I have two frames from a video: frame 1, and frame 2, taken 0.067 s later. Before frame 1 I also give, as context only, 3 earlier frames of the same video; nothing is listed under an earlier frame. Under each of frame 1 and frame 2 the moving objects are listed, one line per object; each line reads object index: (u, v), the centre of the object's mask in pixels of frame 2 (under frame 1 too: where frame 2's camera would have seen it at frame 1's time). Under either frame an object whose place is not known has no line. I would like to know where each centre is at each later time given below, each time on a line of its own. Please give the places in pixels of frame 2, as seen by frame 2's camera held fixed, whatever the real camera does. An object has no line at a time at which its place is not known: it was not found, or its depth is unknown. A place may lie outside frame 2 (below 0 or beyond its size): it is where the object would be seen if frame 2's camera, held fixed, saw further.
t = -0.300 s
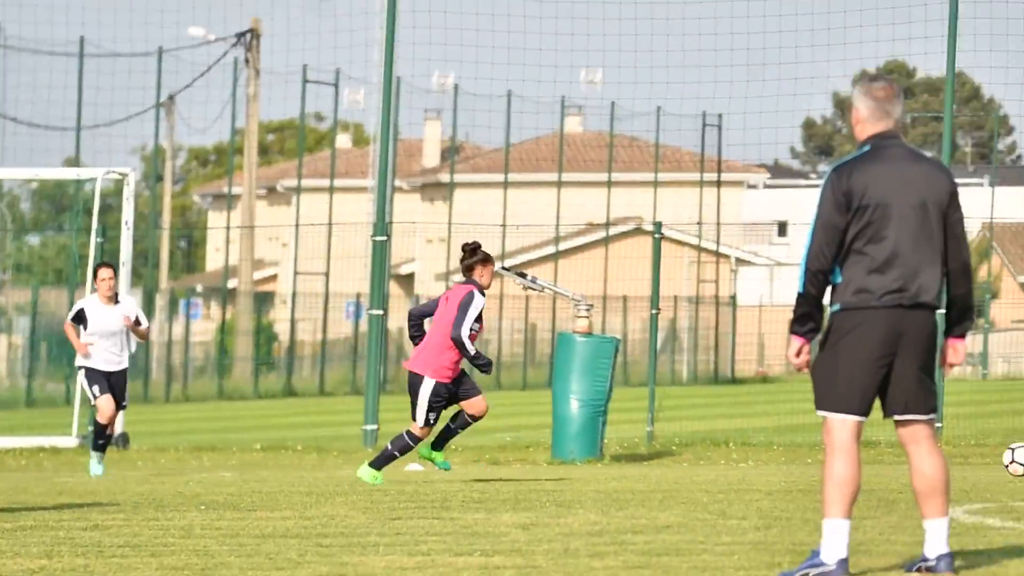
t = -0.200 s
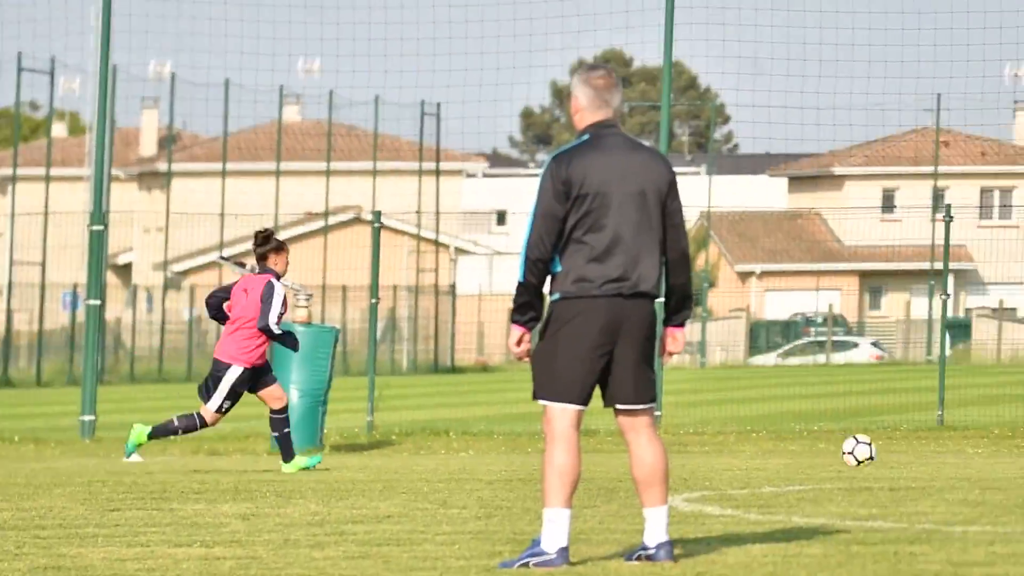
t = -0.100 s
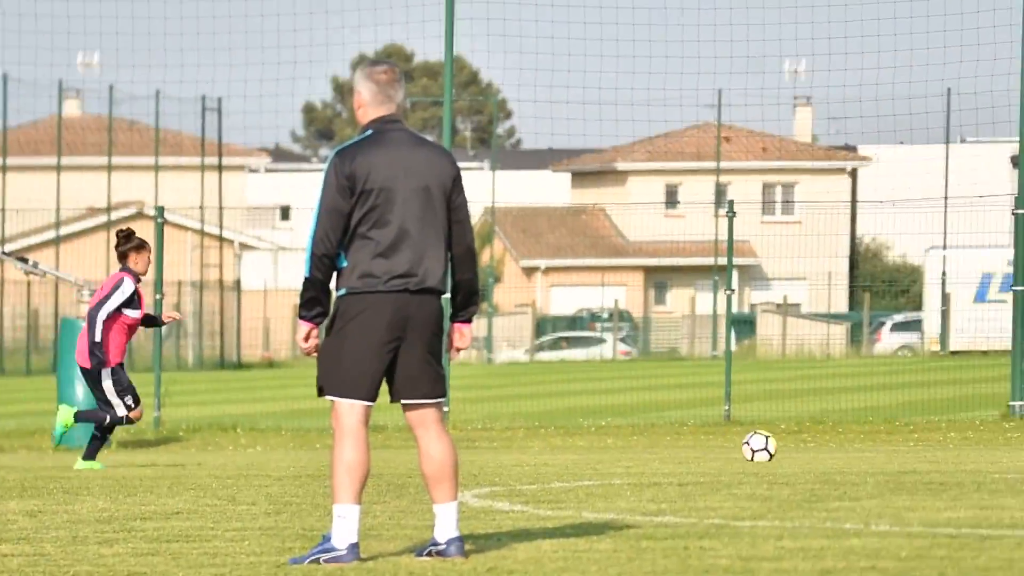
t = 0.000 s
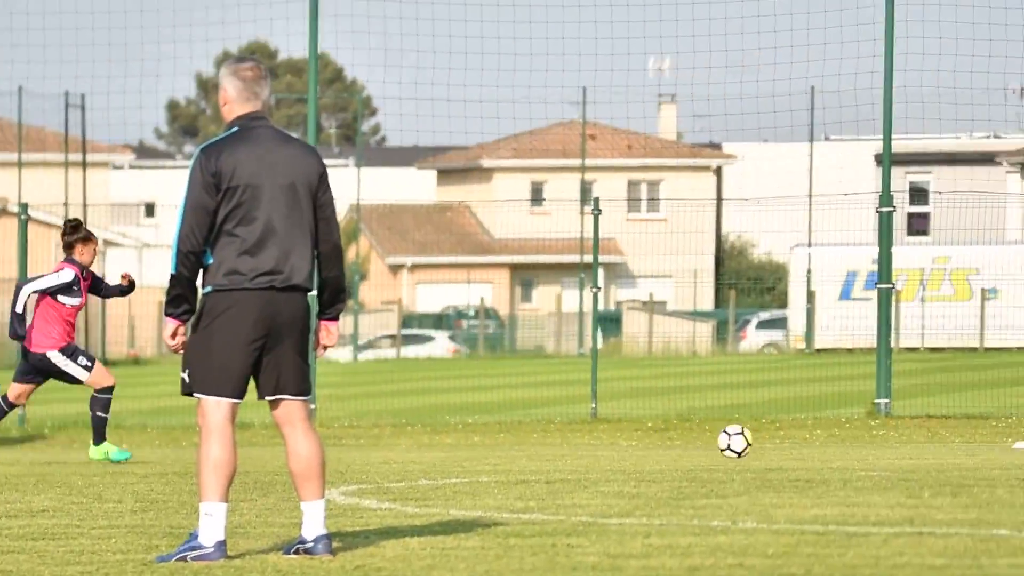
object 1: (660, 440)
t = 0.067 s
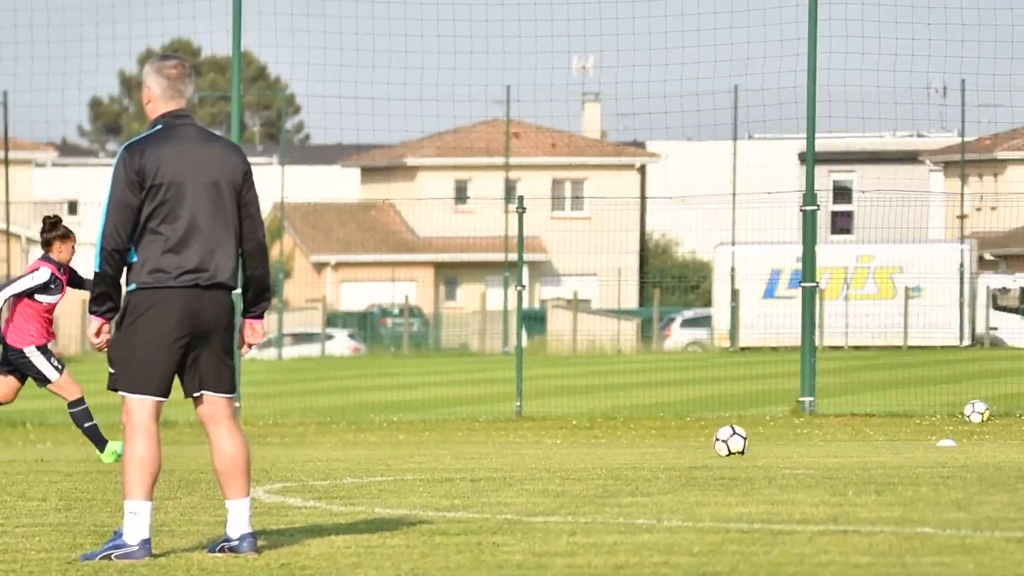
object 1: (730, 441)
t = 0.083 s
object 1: (748, 442)
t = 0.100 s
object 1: (765, 441)
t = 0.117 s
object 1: (783, 441)
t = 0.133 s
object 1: (801, 440)
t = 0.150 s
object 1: (818, 439)
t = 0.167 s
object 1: (835, 438)
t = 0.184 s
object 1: (853, 438)
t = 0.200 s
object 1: (870, 438)
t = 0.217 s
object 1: (888, 439)
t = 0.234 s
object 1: (906, 440)
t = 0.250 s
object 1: (924, 441)
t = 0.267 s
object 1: (942, 442)
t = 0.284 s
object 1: (959, 442)
